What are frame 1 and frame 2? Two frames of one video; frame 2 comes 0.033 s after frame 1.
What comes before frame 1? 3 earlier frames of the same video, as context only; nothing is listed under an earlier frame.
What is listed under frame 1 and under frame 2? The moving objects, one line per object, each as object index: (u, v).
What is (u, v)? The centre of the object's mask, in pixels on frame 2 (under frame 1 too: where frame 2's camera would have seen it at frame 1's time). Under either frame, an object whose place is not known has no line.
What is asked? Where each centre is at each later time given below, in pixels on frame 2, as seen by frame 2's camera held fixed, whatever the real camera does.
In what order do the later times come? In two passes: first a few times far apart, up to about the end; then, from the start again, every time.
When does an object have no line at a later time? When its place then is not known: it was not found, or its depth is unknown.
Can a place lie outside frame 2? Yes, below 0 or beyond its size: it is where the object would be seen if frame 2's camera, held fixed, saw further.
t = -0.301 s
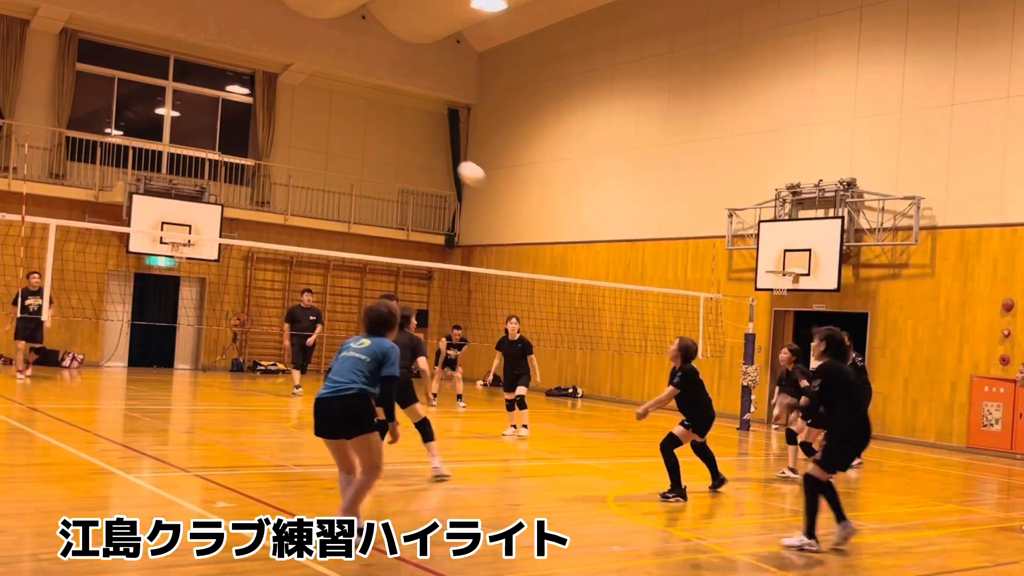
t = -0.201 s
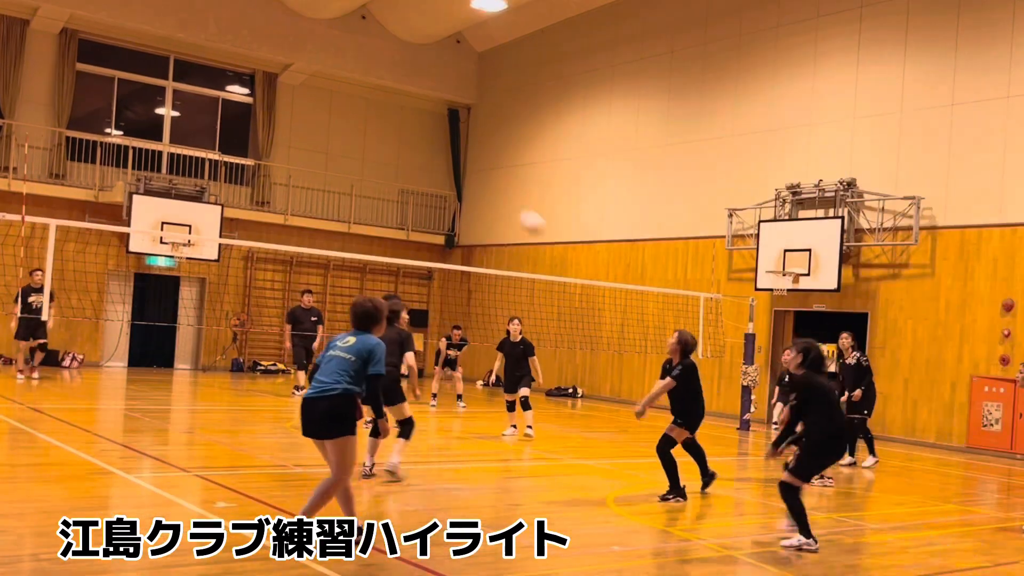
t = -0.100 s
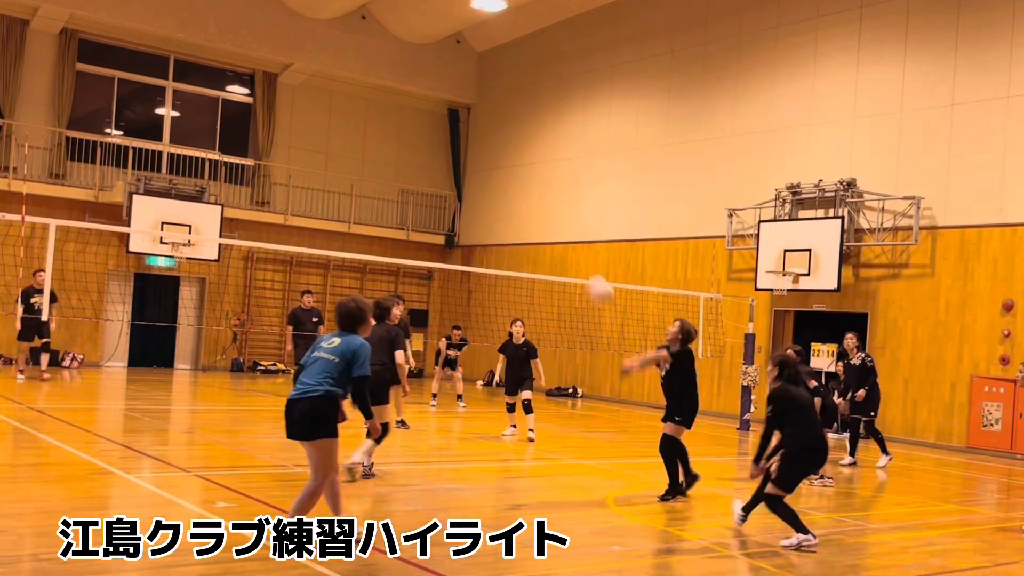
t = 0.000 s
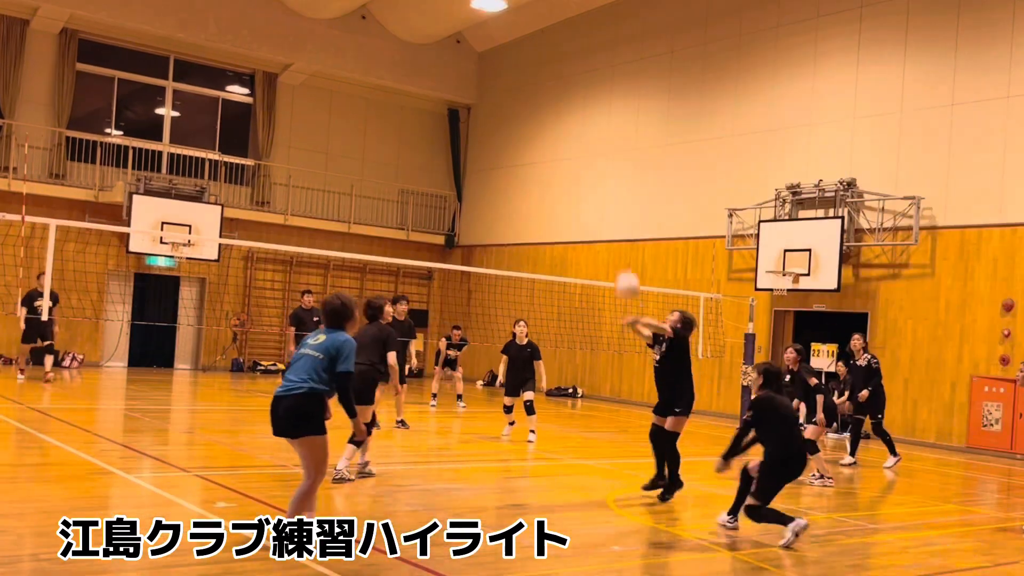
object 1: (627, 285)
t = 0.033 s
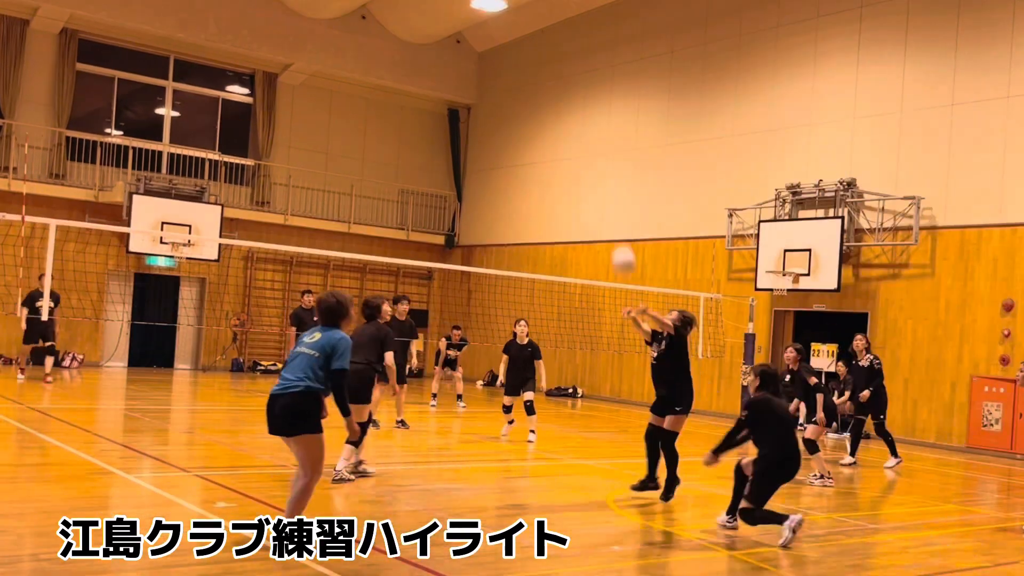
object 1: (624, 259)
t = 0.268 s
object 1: (594, 138)
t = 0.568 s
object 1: (562, 93)
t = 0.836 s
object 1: (536, 127)
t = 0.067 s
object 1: (619, 237)
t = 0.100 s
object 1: (615, 215)
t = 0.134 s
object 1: (610, 195)
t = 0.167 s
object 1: (606, 178)
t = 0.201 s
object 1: (602, 163)
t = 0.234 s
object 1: (598, 149)
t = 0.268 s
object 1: (594, 138)
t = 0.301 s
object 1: (590, 127)
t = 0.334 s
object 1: (586, 118)
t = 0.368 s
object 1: (582, 110)
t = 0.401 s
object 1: (579, 103)
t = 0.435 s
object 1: (575, 98)
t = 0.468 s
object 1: (572, 95)
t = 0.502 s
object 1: (568, 94)
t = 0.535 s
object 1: (565, 93)
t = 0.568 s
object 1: (562, 93)
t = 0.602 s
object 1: (559, 94)
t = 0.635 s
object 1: (555, 96)
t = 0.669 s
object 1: (552, 99)
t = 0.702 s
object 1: (548, 103)
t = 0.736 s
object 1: (545, 108)
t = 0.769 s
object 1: (542, 114)
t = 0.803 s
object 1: (539, 120)
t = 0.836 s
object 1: (536, 127)
